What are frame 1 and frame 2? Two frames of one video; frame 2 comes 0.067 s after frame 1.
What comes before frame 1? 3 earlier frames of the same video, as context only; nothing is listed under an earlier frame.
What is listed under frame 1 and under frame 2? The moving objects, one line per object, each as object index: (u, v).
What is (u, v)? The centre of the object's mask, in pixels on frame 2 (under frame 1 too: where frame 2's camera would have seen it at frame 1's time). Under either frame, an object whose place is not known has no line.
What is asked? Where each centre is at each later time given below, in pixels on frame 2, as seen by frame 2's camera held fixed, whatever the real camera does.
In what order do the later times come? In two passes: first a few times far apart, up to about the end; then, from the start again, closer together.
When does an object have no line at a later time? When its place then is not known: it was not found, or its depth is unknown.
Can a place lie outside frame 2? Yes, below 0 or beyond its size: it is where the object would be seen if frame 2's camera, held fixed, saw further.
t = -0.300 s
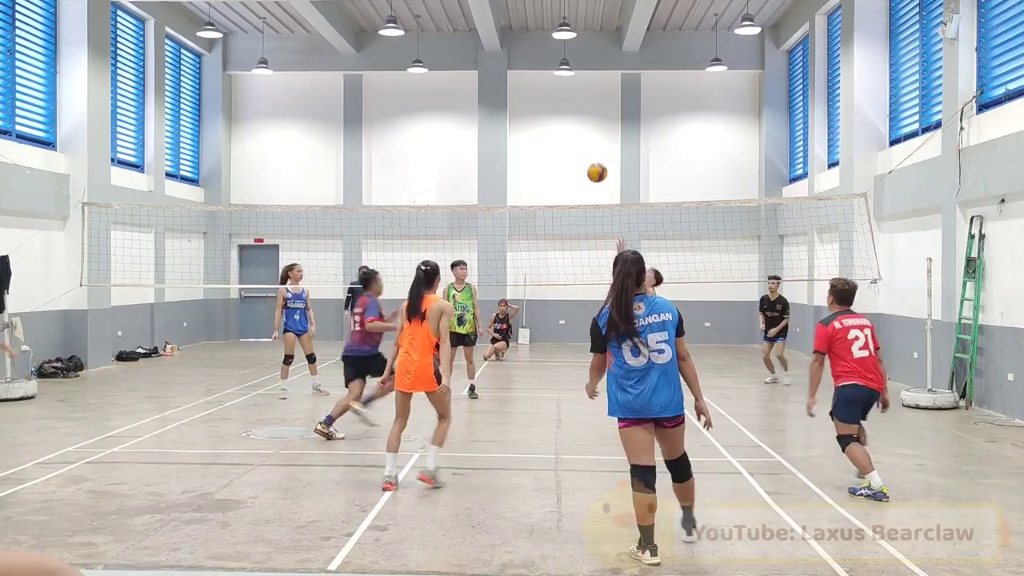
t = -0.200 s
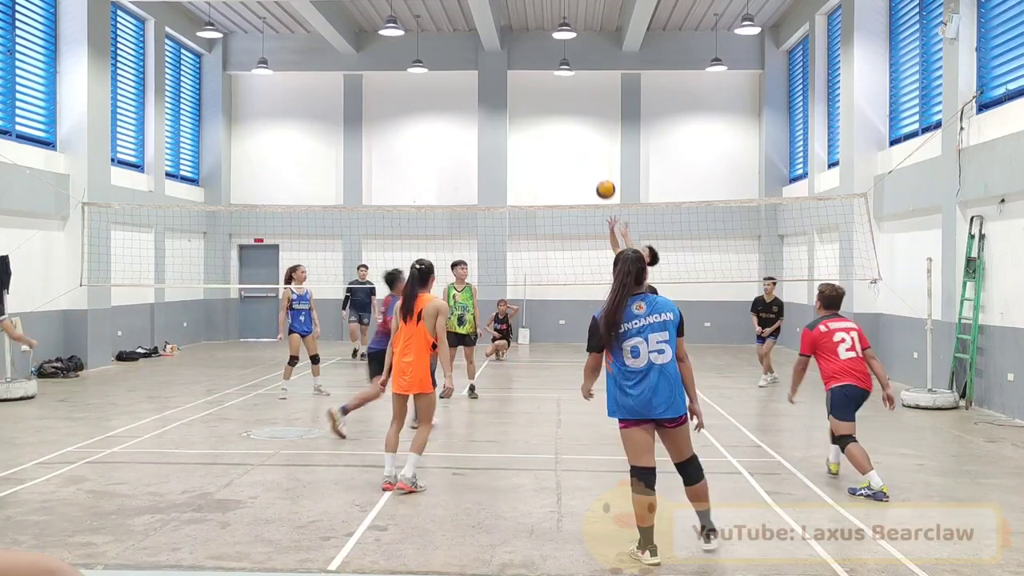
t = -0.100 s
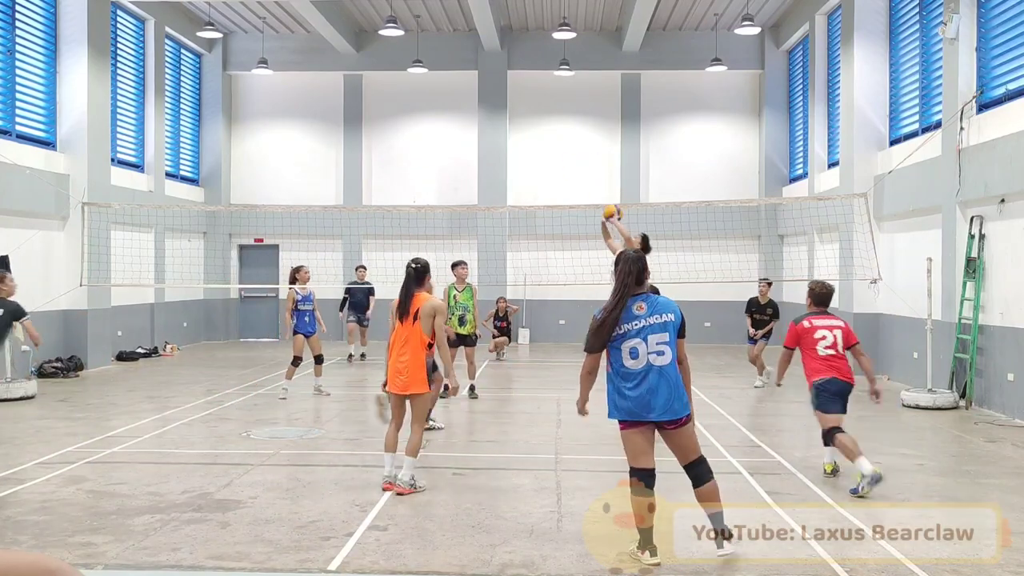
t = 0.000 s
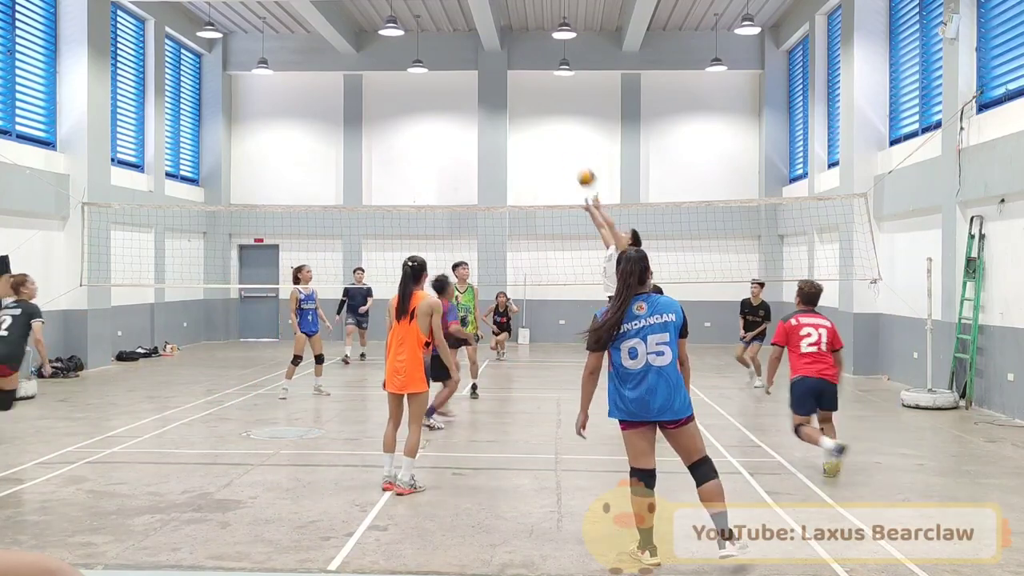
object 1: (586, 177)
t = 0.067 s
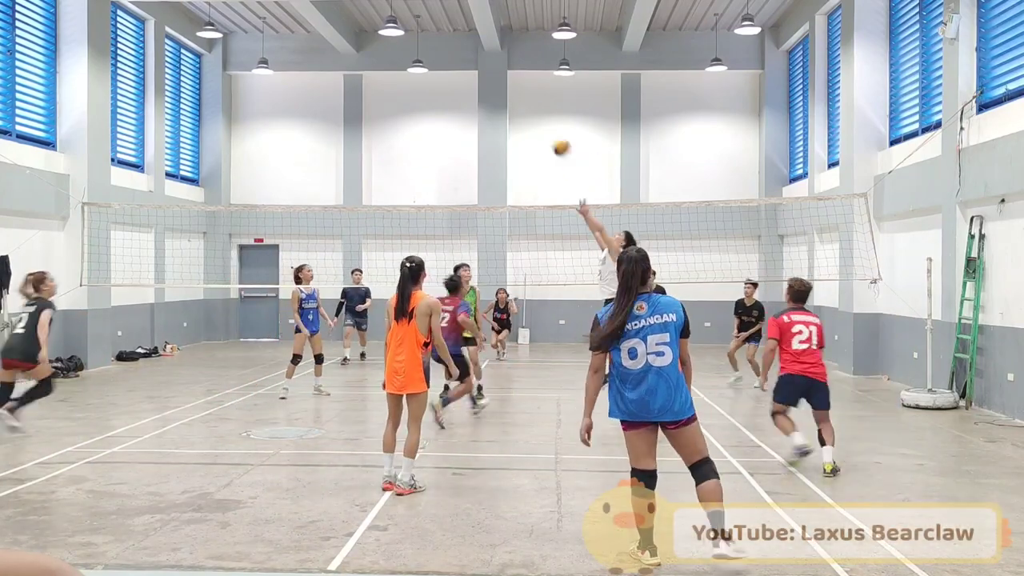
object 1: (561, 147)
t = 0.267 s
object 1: (487, 80)
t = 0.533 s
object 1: (391, 47)
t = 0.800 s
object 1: (301, 76)
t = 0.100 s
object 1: (548, 134)
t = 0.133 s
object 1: (535, 120)
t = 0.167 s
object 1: (522, 109)
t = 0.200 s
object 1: (510, 98)
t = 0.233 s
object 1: (498, 89)
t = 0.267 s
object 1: (487, 80)
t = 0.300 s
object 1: (473, 72)
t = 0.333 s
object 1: (461, 66)
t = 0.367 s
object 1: (449, 60)
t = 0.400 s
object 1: (438, 56)
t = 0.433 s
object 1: (425, 53)
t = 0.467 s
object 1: (414, 50)
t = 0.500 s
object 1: (402, 48)
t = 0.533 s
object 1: (391, 47)
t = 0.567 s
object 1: (378, 47)
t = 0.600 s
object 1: (367, 49)
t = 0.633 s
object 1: (356, 51)
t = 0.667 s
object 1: (344, 54)
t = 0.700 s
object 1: (333, 58)
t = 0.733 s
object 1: (323, 63)
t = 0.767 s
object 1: (312, 69)
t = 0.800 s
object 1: (301, 76)
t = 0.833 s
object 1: (290, 85)
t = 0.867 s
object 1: (279, 94)
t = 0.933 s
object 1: (258, 113)
